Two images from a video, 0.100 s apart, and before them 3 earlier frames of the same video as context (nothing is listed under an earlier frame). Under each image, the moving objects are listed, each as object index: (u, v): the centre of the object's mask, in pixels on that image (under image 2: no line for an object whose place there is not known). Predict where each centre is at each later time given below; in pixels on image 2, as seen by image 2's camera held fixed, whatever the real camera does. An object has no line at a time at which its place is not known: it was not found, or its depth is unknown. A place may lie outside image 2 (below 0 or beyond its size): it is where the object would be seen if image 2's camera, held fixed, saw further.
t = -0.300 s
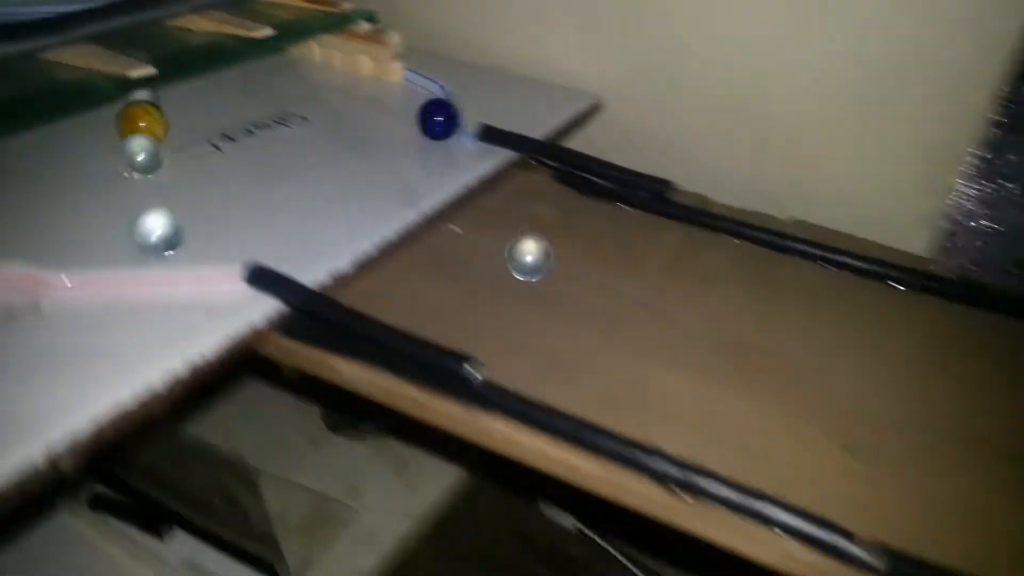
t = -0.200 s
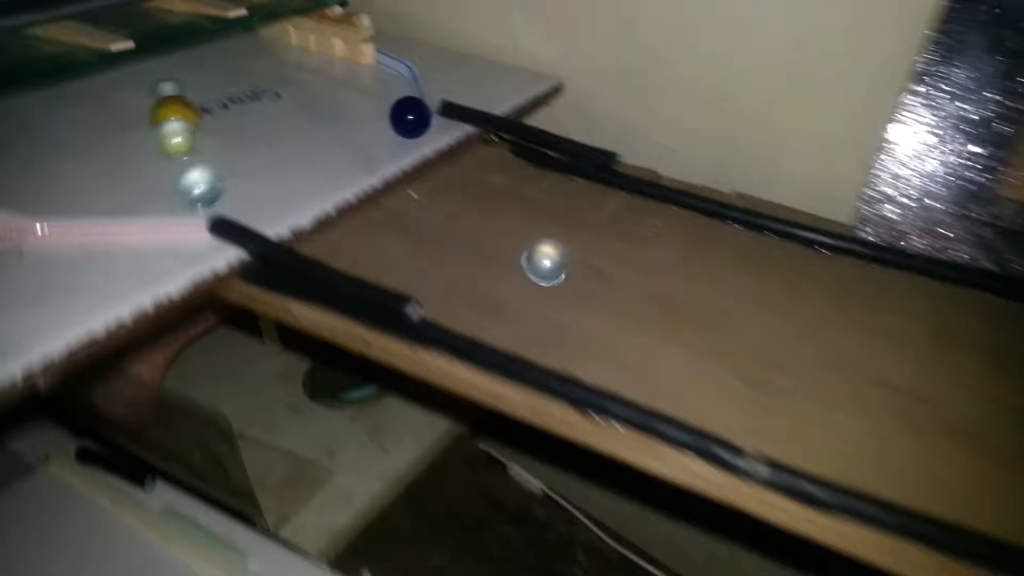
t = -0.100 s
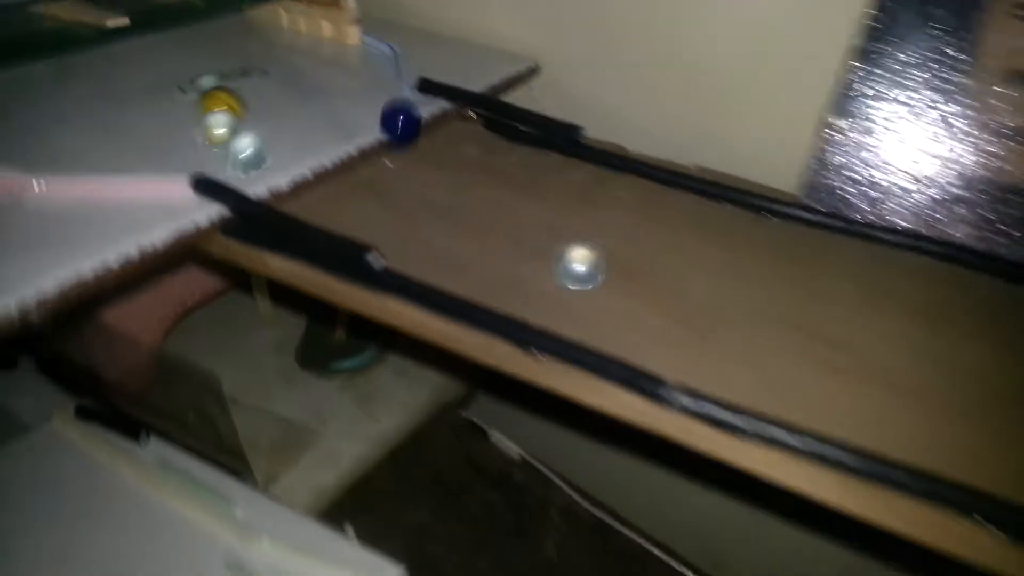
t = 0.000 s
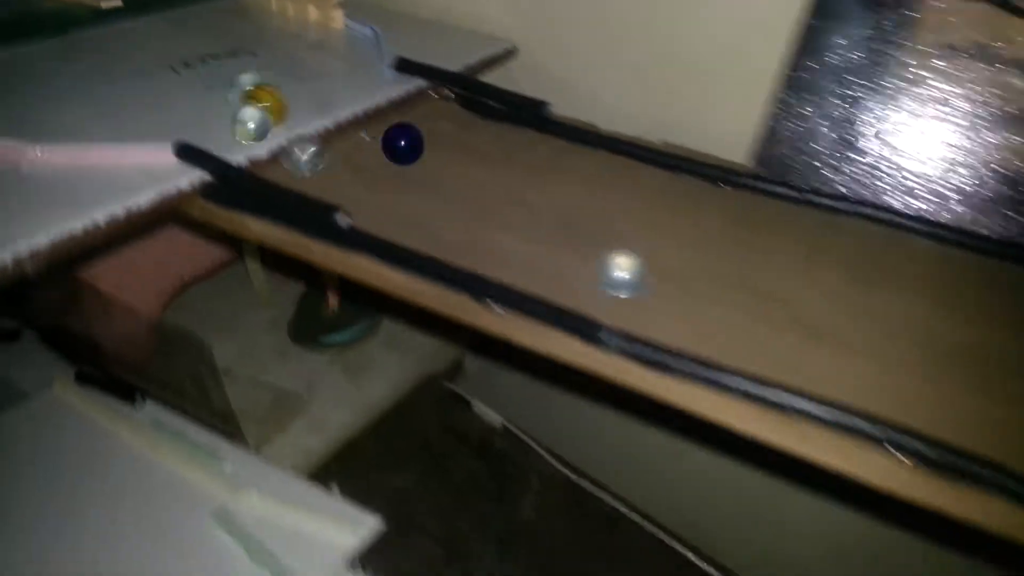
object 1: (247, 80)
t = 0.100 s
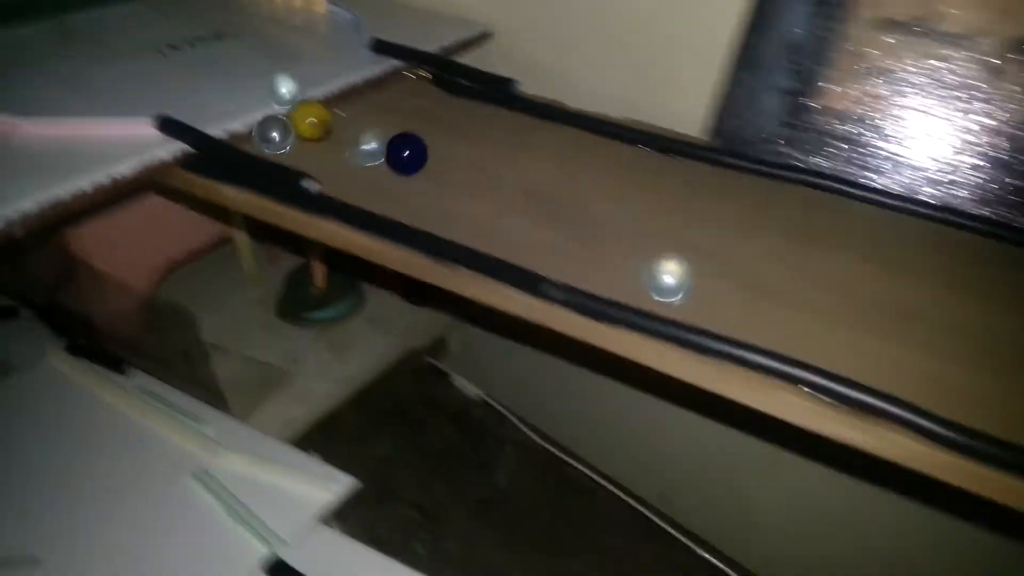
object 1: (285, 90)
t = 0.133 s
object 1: (303, 110)
